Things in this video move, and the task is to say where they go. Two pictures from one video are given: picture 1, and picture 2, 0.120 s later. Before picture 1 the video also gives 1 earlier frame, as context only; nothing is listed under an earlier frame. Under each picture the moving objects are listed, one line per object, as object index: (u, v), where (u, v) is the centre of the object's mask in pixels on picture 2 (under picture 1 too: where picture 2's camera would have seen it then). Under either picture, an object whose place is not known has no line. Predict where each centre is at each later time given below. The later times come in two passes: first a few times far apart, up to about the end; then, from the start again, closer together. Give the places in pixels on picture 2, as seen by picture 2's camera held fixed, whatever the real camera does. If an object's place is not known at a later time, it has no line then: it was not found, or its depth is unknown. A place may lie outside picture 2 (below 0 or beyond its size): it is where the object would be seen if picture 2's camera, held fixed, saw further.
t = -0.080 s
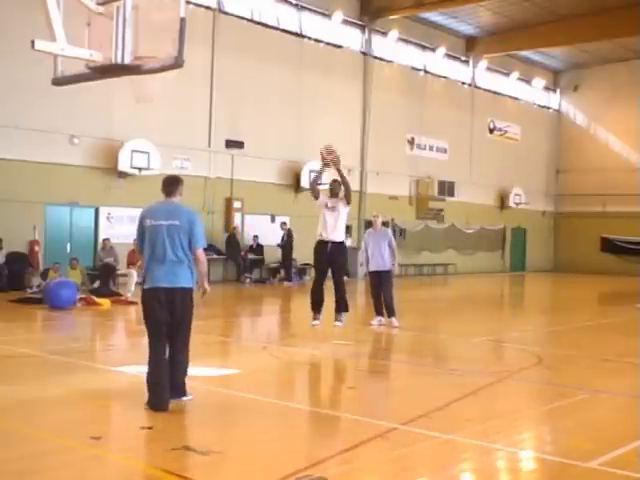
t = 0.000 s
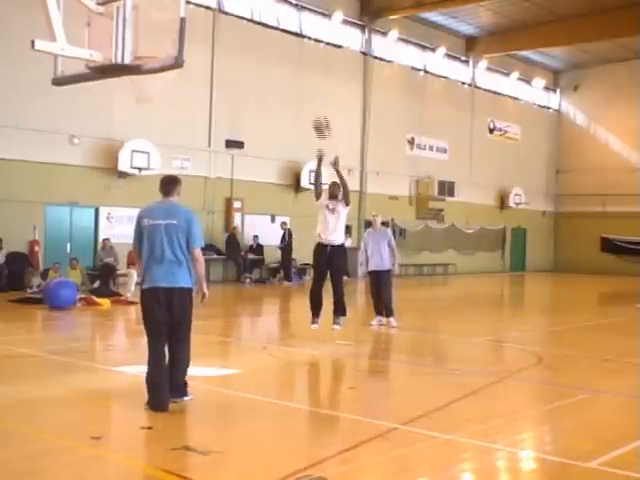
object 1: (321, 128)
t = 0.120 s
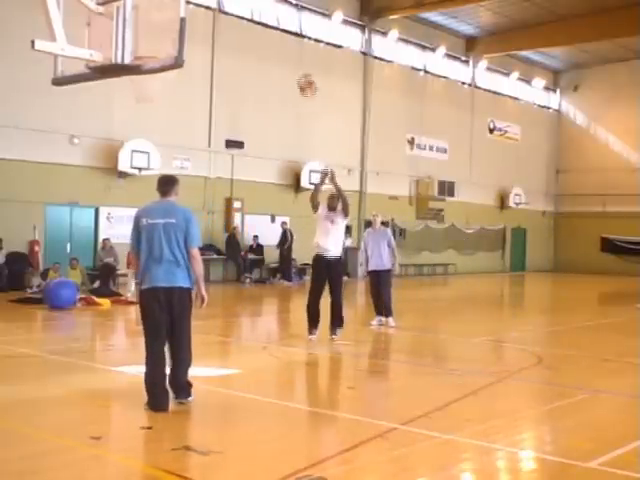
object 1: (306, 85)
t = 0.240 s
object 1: (290, 52)
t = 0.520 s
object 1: (245, 9)
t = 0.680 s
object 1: (212, 12)
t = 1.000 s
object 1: (148, 46)
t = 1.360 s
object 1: (141, 17)
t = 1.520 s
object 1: (147, 41)
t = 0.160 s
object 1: (301, 75)
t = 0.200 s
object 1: (296, 62)
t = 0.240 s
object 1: (290, 52)
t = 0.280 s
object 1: (285, 43)
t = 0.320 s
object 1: (279, 35)
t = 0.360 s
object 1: (271, 27)
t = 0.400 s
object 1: (266, 20)
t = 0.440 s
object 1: (259, 15)
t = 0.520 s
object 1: (245, 9)
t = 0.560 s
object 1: (237, 9)
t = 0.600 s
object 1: (229, 8)
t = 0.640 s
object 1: (221, 10)
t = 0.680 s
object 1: (212, 12)
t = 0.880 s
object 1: (162, 48)
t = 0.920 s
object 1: (157, 47)
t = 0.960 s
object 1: (152, 46)
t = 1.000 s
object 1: (148, 46)
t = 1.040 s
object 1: (145, 45)
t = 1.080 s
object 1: (143, 40)
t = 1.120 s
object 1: (141, 30)
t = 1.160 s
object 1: (138, 24)
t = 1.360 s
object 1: (141, 17)
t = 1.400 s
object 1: (142, 19)
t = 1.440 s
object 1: (143, 23)
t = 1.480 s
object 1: (144, 32)
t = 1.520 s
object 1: (147, 41)
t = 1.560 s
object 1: (147, 47)
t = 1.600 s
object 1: (146, 54)
